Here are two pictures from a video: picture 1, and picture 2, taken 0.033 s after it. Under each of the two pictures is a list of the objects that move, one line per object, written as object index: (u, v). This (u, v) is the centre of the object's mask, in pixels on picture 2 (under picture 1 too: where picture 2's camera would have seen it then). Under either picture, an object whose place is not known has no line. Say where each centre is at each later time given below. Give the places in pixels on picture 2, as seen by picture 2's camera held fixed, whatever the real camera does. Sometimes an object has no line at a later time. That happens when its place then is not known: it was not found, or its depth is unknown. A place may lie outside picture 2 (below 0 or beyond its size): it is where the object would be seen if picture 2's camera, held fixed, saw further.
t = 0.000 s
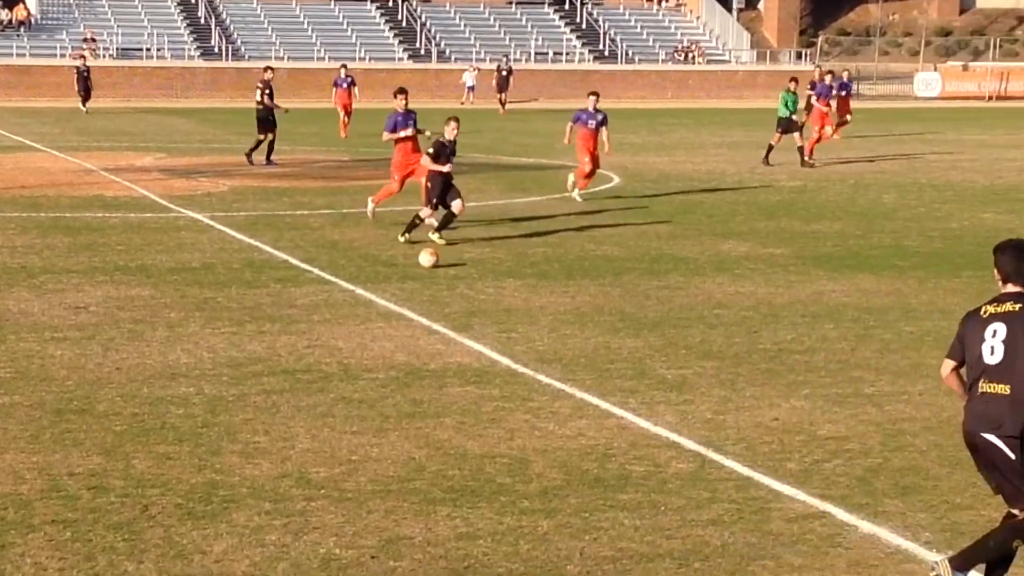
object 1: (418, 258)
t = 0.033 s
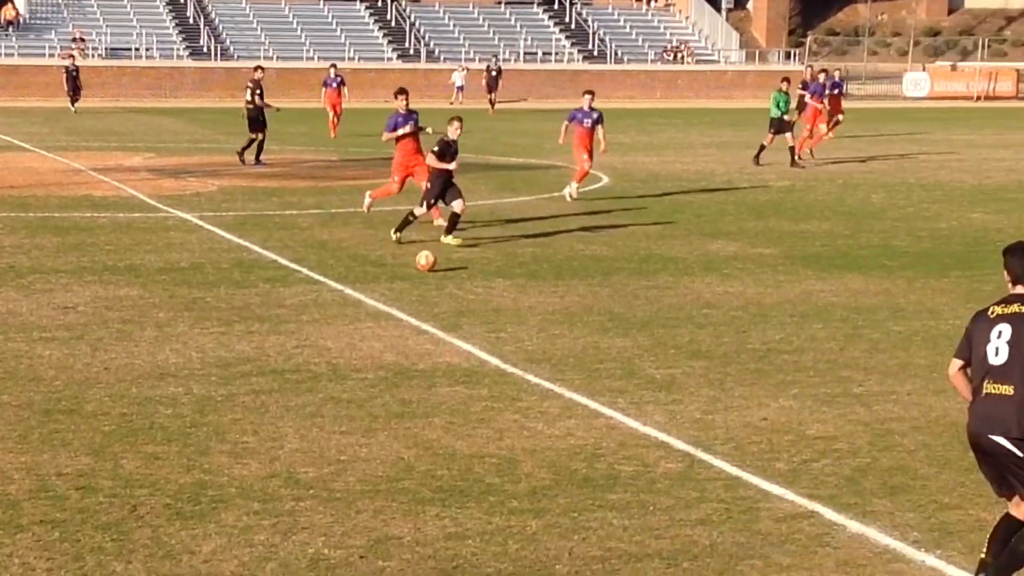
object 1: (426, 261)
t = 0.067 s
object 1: (434, 264)
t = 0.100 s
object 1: (441, 269)
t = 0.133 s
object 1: (450, 275)
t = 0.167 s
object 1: (456, 280)
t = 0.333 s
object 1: (500, 302)
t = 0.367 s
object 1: (509, 307)
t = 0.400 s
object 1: (519, 310)
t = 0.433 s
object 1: (528, 316)
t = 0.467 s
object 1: (537, 321)
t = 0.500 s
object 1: (546, 326)
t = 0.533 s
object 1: (556, 330)
